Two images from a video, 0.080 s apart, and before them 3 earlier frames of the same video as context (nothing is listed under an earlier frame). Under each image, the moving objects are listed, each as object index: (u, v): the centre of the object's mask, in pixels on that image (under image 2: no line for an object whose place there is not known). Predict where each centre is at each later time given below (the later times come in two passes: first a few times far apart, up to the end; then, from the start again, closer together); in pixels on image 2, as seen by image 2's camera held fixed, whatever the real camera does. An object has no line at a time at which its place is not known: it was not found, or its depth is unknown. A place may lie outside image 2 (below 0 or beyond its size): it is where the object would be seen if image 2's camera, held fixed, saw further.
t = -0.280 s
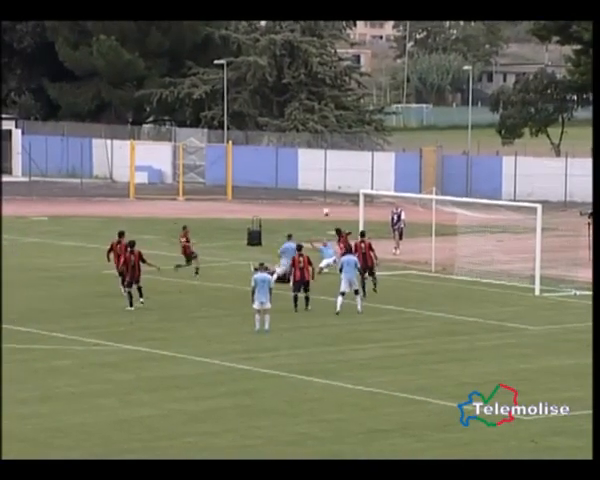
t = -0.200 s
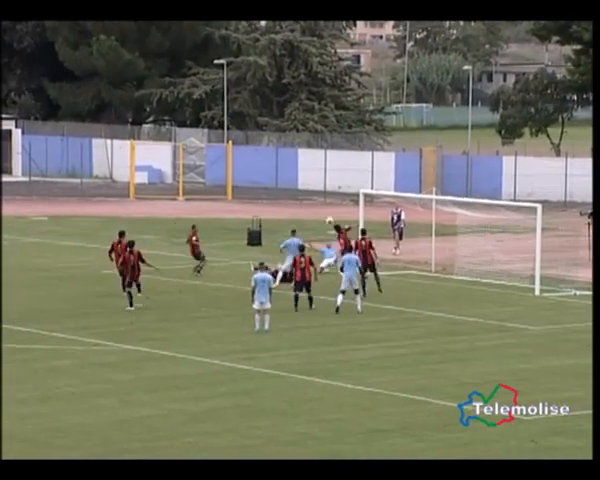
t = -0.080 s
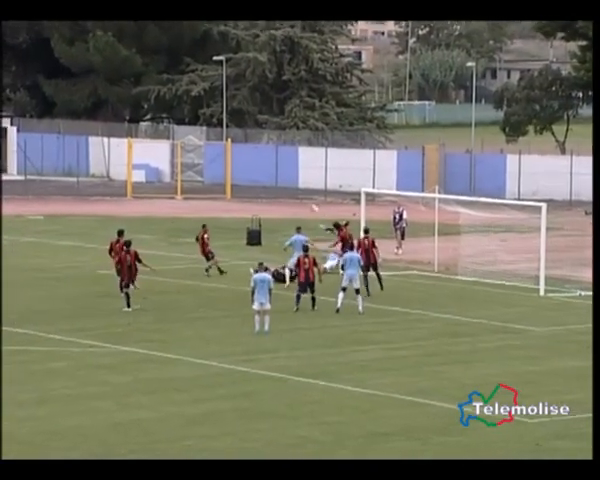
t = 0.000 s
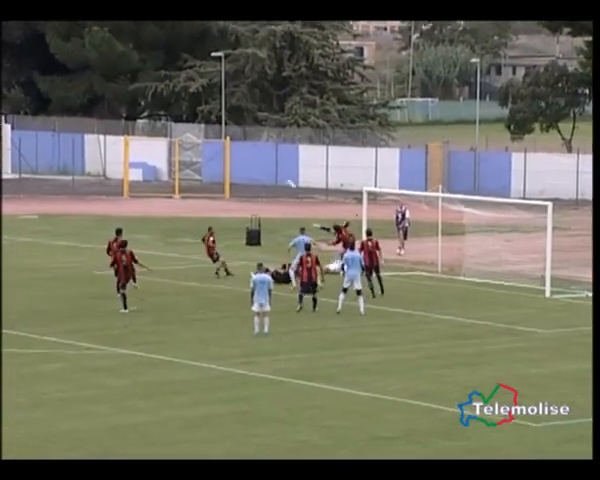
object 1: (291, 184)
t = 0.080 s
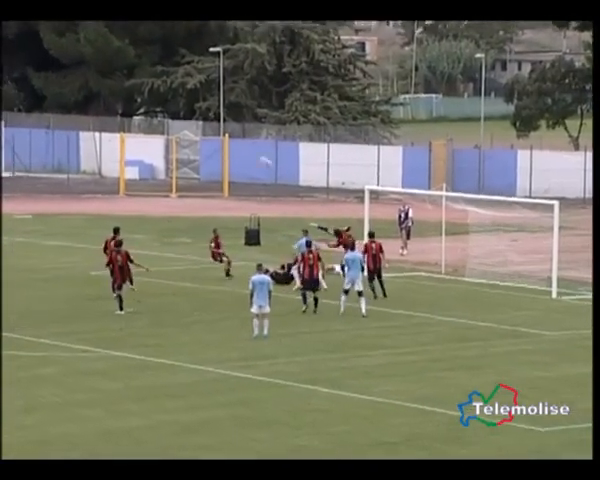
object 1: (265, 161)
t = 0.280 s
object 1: (202, 113)
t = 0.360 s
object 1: (174, 99)
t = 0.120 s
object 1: (252, 151)
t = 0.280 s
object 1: (202, 113)
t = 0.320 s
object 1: (187, 106)
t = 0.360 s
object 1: (174, 99)
